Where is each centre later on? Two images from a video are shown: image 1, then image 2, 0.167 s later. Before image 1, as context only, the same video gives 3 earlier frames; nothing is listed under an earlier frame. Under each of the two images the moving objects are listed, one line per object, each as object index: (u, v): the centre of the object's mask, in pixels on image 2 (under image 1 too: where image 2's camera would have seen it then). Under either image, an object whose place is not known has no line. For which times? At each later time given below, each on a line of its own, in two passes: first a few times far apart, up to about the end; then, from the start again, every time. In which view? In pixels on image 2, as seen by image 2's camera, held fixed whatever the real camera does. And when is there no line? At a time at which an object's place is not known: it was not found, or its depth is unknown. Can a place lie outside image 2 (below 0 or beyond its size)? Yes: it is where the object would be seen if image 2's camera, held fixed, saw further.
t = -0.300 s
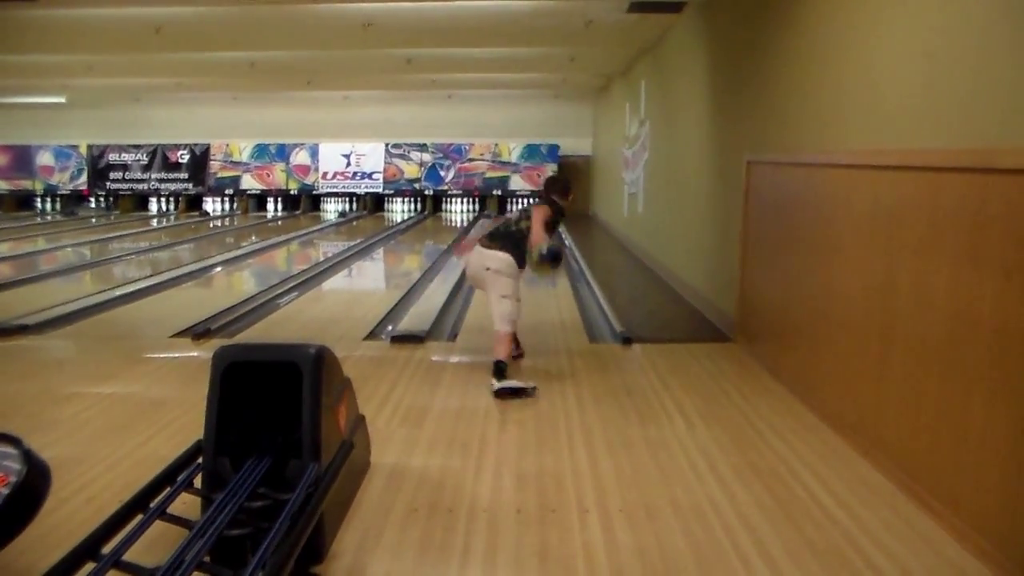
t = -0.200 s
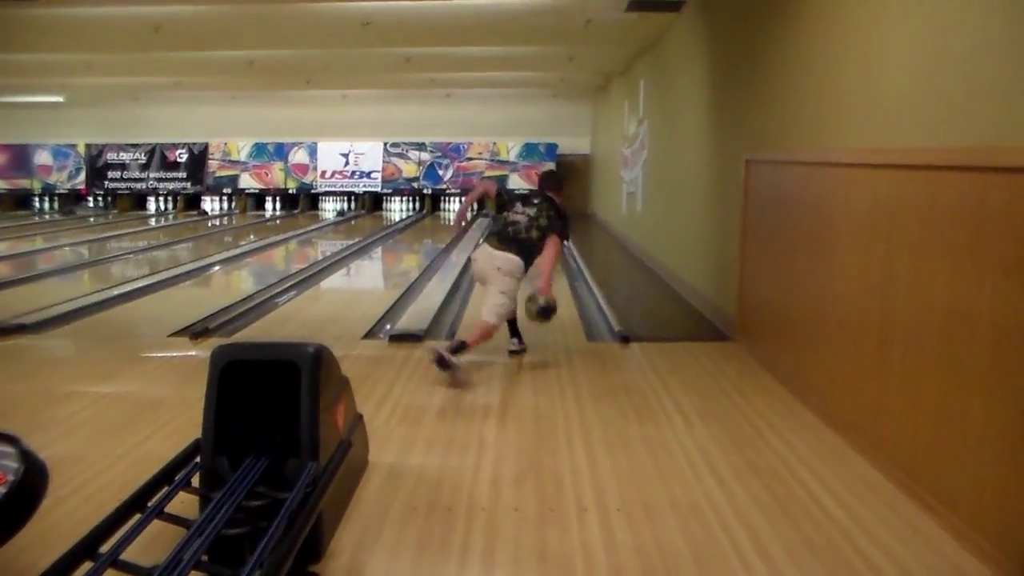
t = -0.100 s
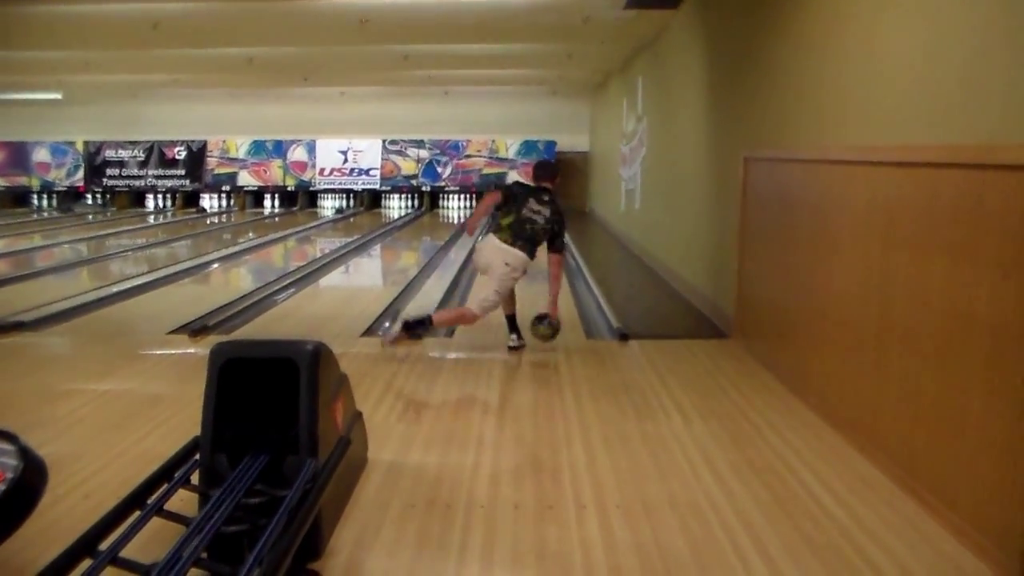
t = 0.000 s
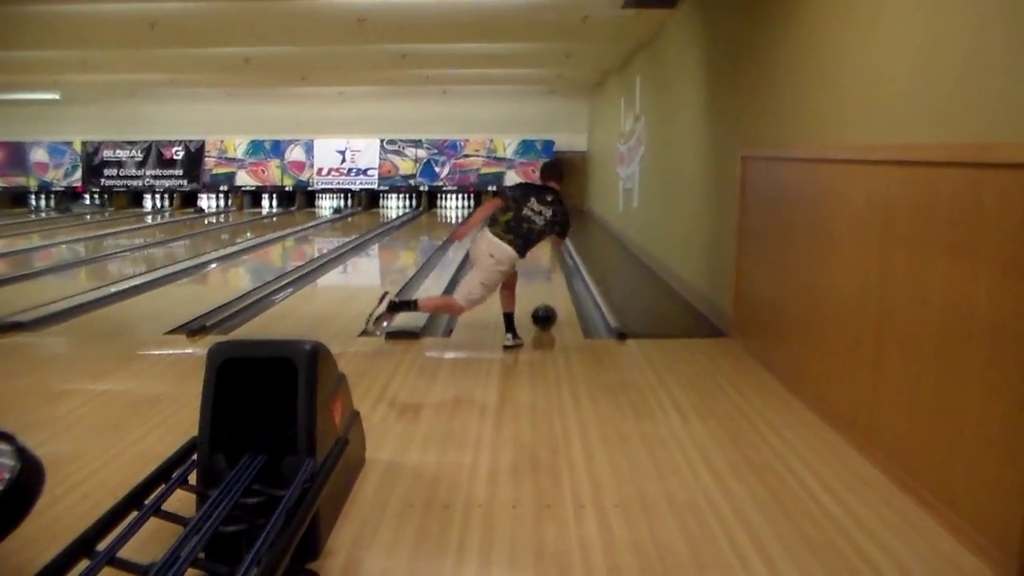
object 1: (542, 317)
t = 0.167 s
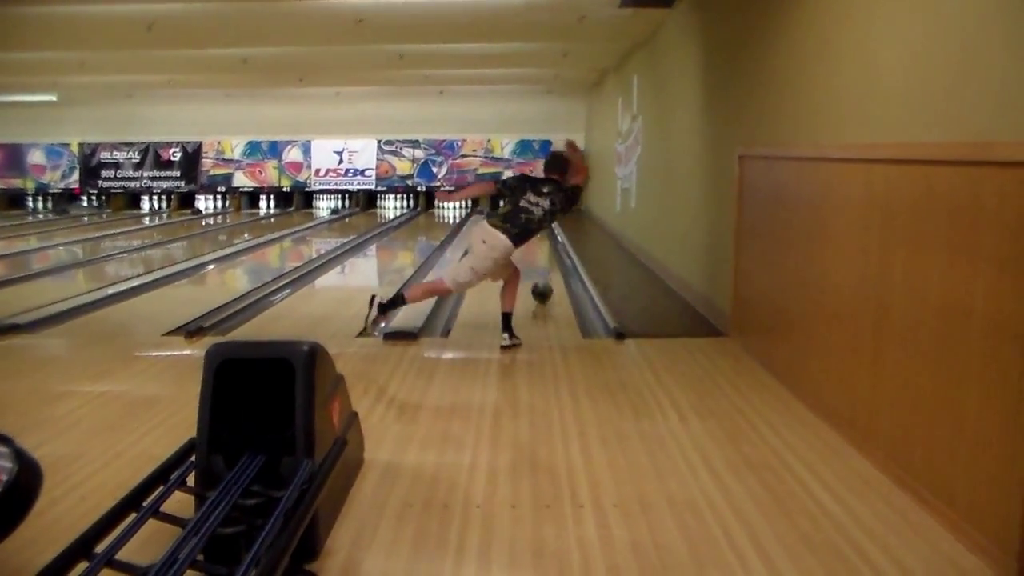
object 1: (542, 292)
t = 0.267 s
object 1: (543, 279)
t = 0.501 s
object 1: (540, 258)
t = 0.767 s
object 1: (540, 242)
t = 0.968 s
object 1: (539, 234)
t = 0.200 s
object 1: (542, 288)
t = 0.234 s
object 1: (543, 284)
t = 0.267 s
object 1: (543, 279)
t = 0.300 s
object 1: (542, 276)
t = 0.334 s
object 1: (542, 273)
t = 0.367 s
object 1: (542, 270)
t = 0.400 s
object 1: (542, 267)
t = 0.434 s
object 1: (542, 264)
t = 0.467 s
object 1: (541, 261)
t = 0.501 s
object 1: (540, 258)
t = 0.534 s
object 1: (544, 257)
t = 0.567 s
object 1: (541, 254)
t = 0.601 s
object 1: (541, 252)
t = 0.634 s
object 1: (541, 250)
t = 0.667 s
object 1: (540, 248)
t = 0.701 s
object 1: (540, 246)
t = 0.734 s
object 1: (540, 244)
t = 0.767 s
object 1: (540, 242)
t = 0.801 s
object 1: (540, 241)
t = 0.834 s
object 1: (539, 240)
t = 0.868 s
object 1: (539, 239)
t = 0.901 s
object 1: (539, 236)
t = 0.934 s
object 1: (540, 235)
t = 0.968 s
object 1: (539, 234)
